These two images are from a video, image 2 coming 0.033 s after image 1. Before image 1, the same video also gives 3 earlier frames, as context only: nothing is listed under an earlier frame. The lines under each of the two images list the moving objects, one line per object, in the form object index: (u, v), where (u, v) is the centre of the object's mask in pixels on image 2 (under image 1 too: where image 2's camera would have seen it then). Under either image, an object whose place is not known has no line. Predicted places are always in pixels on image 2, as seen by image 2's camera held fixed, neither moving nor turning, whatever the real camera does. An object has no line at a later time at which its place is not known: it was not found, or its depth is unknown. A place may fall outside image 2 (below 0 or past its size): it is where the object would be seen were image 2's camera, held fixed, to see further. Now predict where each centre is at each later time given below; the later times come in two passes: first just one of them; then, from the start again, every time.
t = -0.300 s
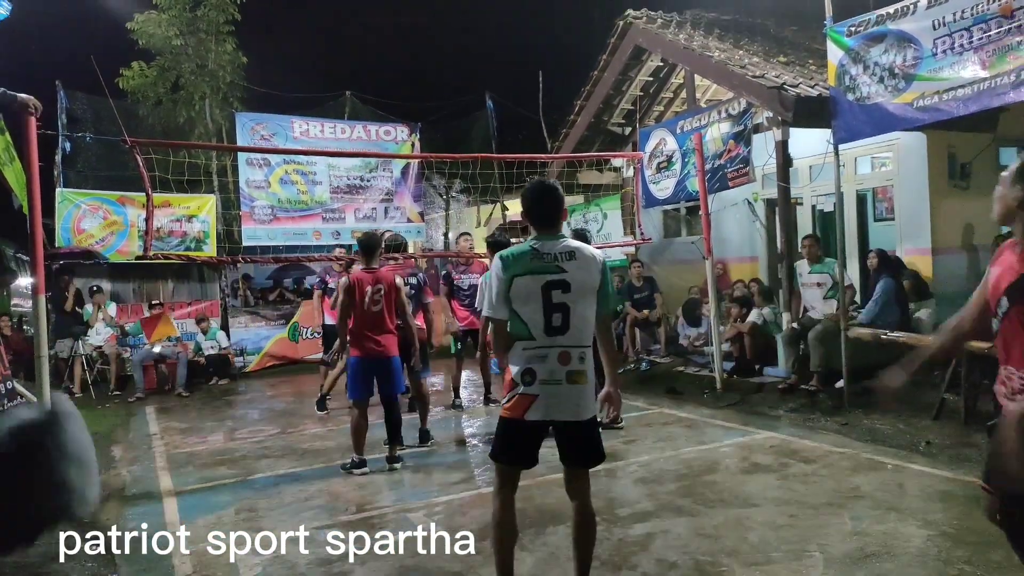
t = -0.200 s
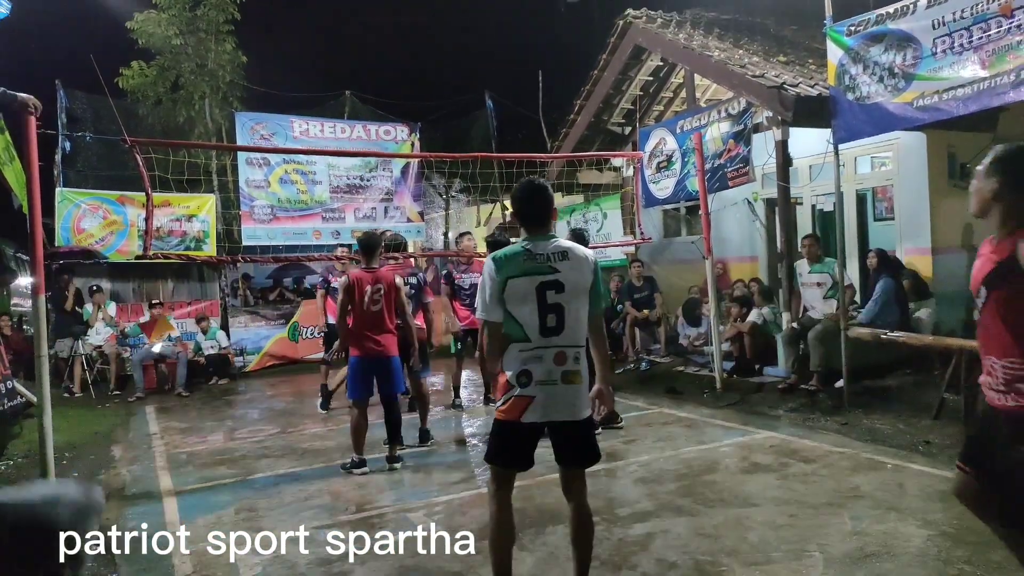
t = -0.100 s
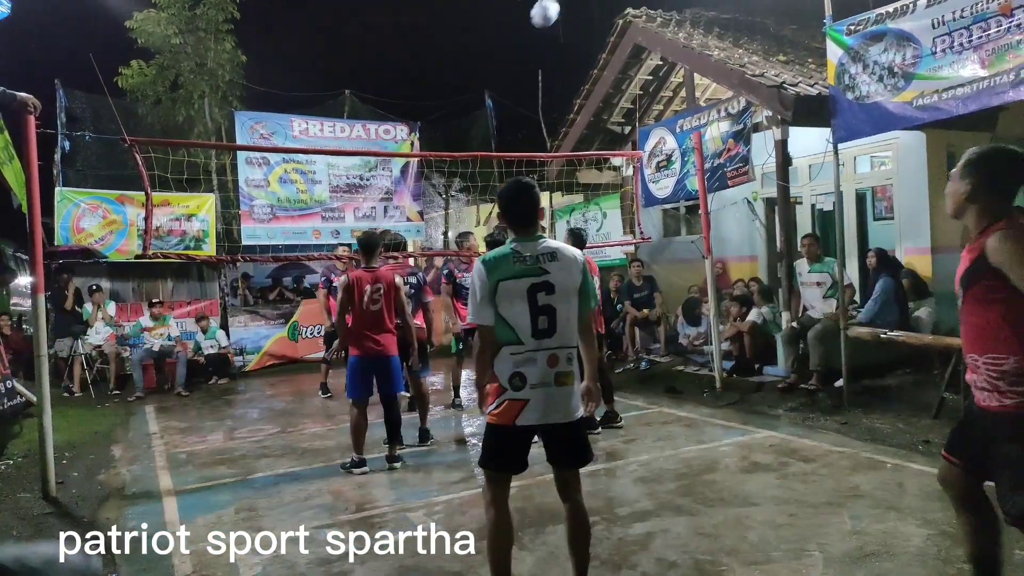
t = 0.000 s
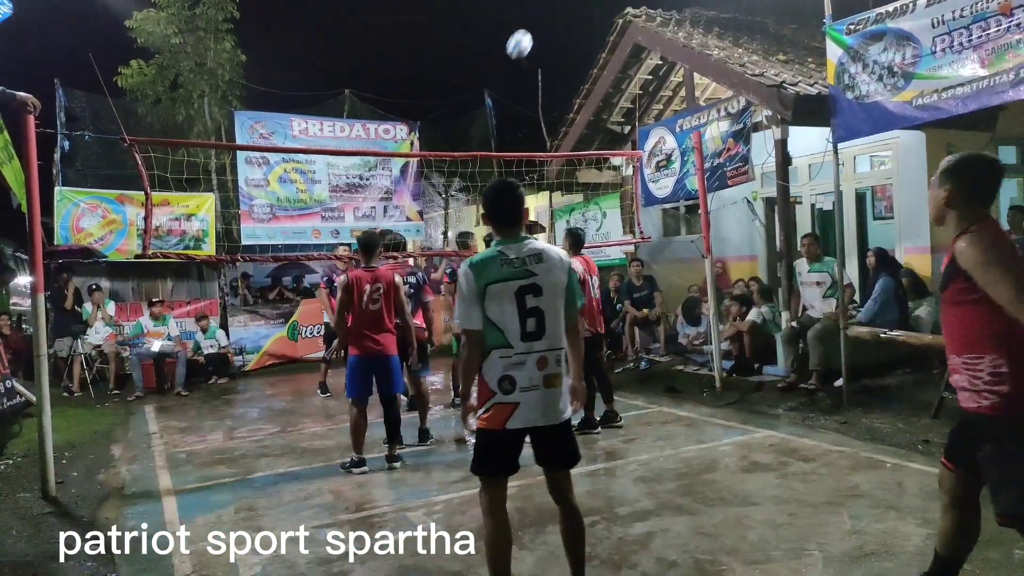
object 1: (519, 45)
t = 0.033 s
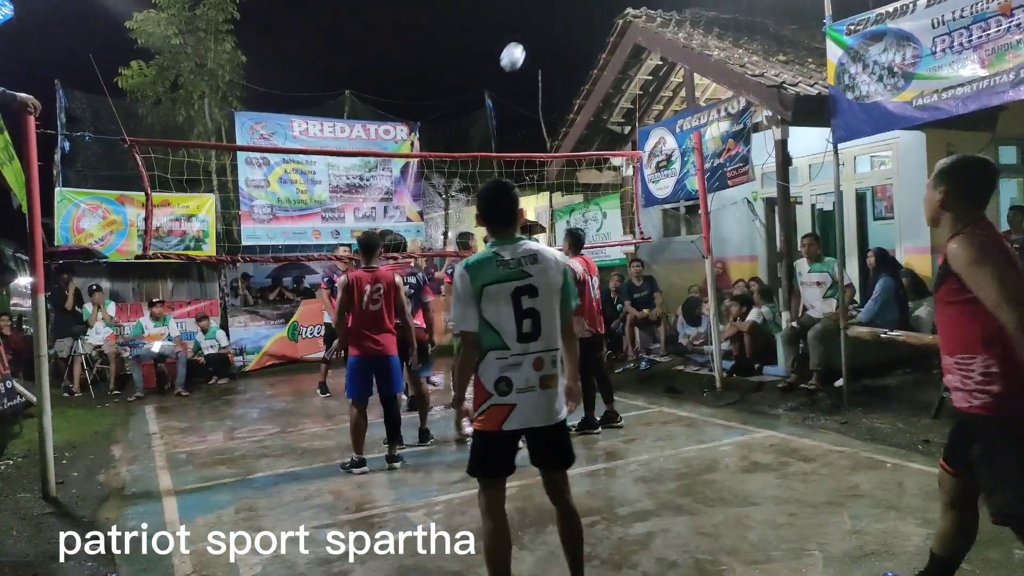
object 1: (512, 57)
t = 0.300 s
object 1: (470, 167)
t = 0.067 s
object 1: (506, 69)
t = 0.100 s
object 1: (500, 82)
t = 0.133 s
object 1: (494, 95)
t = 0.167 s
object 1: (489, 109)
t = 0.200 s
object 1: (484, 123)
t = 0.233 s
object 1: (479, 137)
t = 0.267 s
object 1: (475, 149)
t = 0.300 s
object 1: (470, 167)
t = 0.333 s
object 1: (468, 177)
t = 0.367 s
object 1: (468, 191)
